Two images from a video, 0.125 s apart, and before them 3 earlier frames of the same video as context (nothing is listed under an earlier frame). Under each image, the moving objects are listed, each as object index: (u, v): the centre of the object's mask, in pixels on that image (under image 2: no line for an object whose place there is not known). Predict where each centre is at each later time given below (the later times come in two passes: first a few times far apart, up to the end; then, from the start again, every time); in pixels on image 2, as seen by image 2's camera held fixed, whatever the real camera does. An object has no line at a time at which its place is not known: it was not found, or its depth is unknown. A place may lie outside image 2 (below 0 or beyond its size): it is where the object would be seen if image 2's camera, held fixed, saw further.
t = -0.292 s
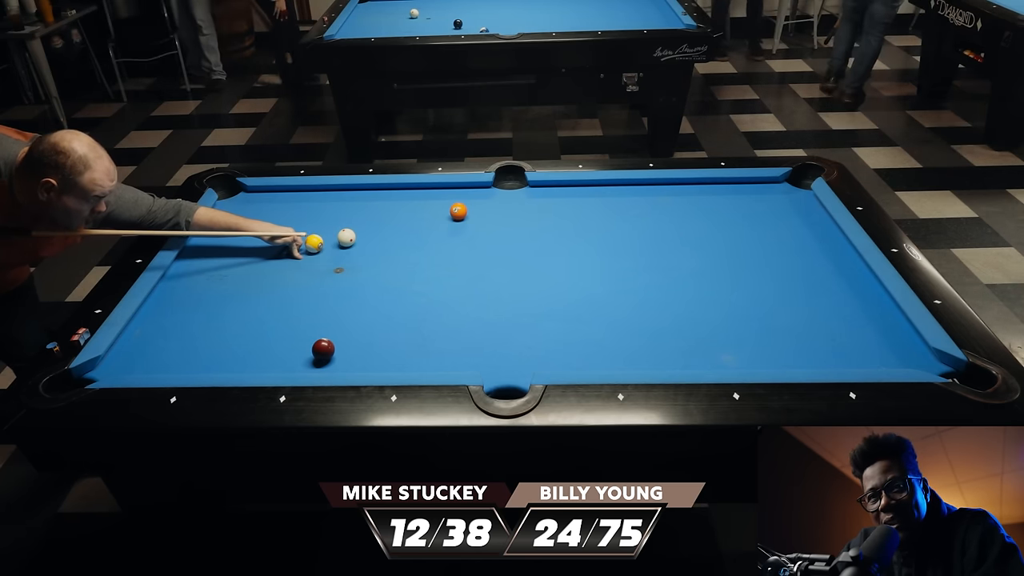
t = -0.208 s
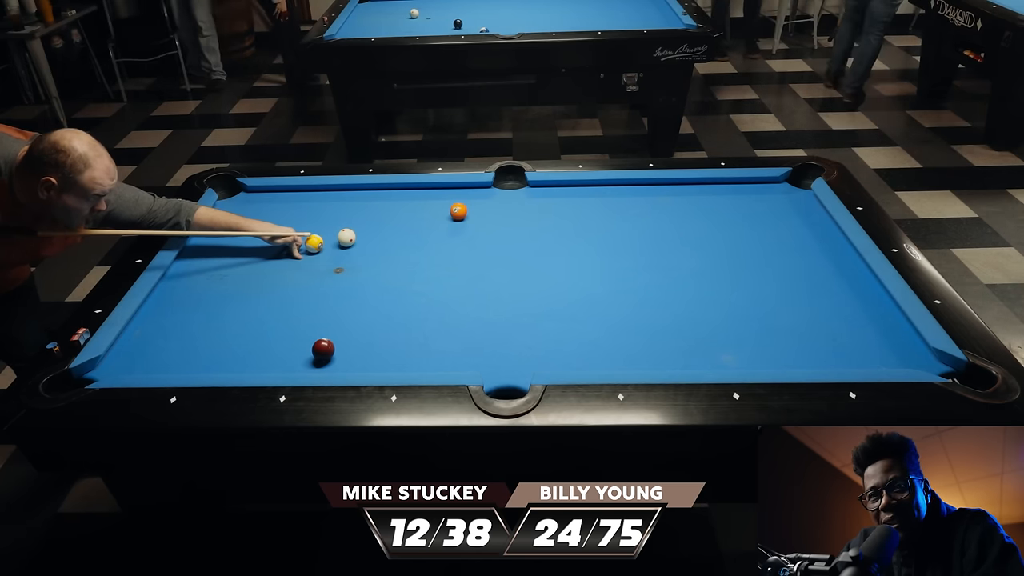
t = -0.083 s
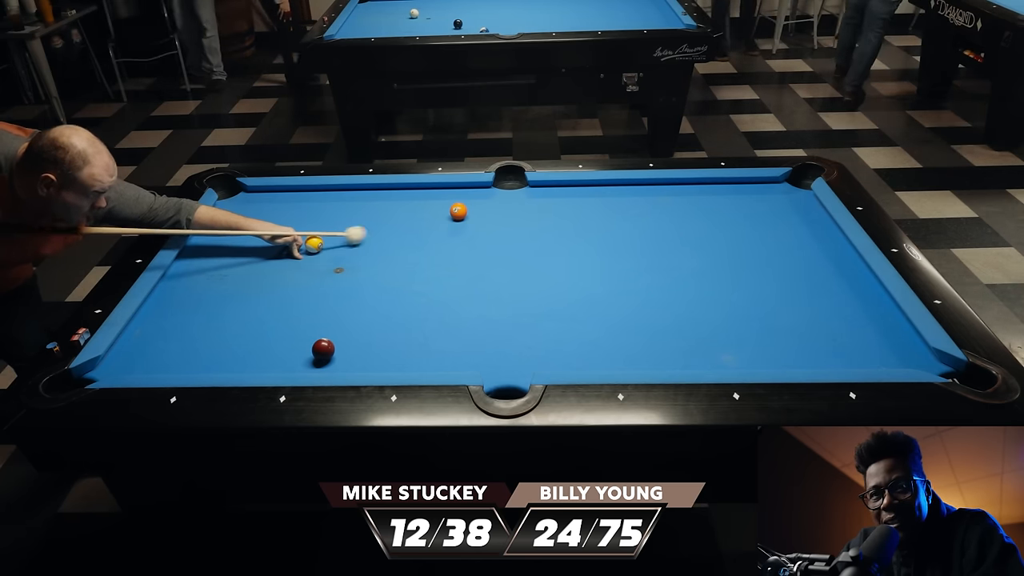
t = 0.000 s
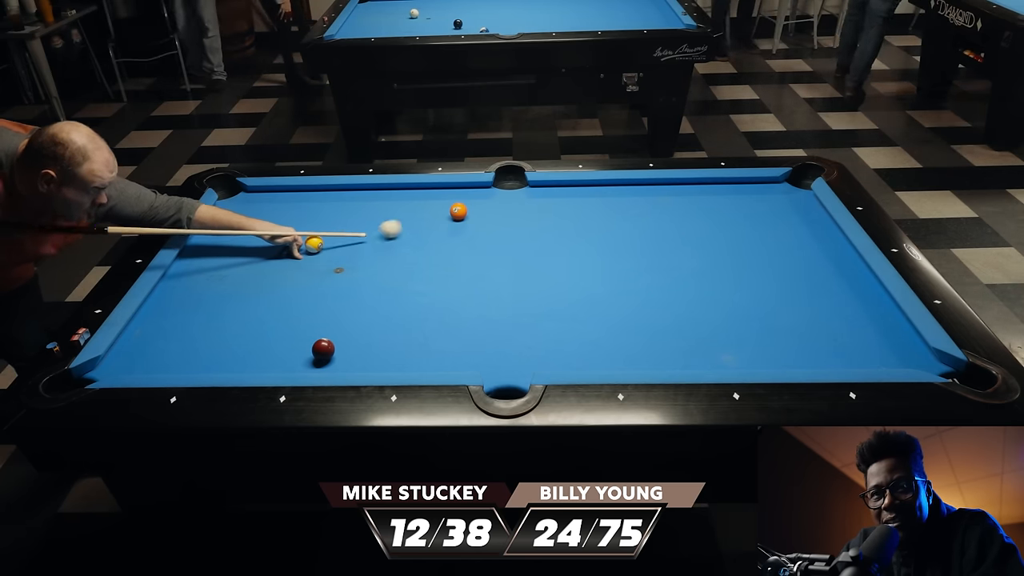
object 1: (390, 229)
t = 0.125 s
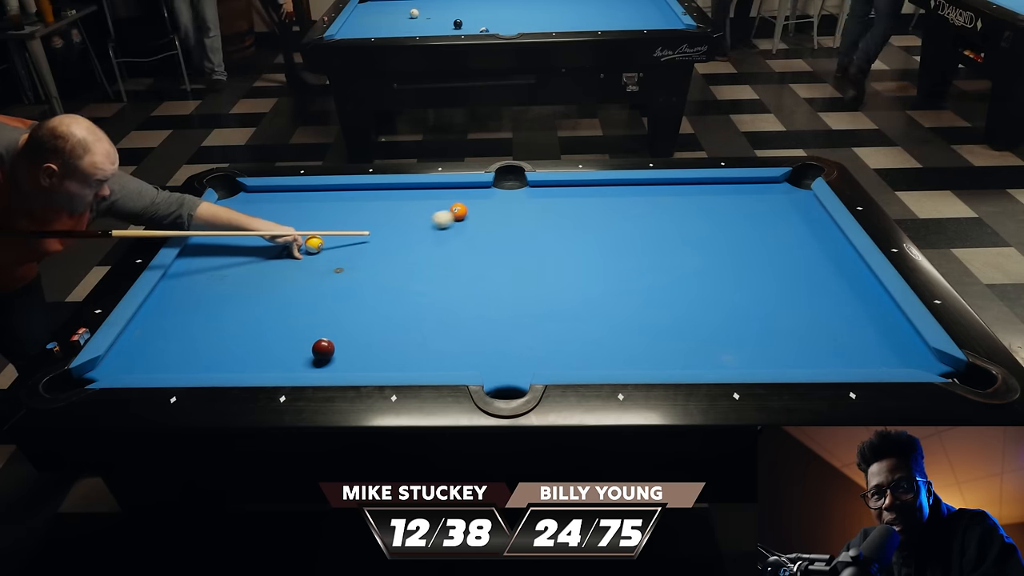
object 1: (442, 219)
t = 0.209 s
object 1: (462, 222)
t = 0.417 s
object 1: (513, 229)
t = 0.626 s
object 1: (565, 234)
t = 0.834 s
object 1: (618, 240)
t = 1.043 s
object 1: (671, 246)
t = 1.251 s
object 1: (725, 252)
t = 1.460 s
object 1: (780, 259)
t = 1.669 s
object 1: (834, 265)
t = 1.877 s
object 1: (845, 271)
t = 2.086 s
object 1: (818, 277)
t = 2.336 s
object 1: (786, 284)
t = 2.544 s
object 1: (761, 290)
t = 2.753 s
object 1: (736, 295)
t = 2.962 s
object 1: (712, 300)
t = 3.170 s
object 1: (689, 306)
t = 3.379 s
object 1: (666, 311)
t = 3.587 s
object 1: (645, 316)
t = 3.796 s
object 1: (624, 320)
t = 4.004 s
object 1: (605, 324)
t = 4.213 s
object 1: (587, 328)
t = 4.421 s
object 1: (570, 332)
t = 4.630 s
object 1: (554, 335)
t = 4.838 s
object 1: (540, 339)
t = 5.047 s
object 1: (527, 341)
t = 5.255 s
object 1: (515, 344)
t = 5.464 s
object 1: (504, 346)
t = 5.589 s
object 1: (499, 347)
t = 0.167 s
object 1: (453, 220)
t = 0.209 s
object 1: (462, 222)
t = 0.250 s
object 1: (472, 224)
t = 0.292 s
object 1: (482, 225)
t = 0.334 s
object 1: (493, 226)
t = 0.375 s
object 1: (503, 227)
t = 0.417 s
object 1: (513, 229)
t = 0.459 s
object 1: (524, 229)
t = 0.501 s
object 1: (534, 231)
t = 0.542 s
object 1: (544, 232)
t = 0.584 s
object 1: (555, 233)
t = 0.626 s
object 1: (565, 234)
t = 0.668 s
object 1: (576, 235)
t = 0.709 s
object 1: (586, 237)
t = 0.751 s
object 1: (597, 238)
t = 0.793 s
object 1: (607, 239)
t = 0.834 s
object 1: (618, 240)
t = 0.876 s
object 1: (629, 241)
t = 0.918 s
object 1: (639, 243)
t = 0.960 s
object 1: (650, 244)
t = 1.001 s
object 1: (660, 245)
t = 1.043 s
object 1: (671, 246)
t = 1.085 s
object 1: (682, 248)
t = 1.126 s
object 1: (692, 249)
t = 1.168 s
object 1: (704, 250)
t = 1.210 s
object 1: (714, 251)
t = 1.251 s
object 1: (725, 252)
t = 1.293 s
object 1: (736, 254)
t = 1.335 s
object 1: (747, 255)
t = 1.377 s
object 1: (758, 256)
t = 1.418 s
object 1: (769, 257)
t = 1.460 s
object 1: (780, 259)
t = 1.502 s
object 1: (790, 260)
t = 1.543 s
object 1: (801, 261)
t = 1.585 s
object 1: (812, 262)
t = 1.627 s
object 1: (823, 264)
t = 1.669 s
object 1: (834, 265)
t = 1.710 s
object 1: (845, 266)
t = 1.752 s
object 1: (856, 267)
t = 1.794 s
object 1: (856, 268)
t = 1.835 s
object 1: (850, 270)
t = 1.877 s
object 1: (845, 271)
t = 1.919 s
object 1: (839, 272)
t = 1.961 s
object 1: (834, 273)
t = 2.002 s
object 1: (829, 275)
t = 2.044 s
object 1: (823, 276)
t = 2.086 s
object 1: (818, 277)
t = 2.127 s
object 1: (813, 278)
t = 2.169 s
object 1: (807, 279)
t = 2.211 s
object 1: (802, 281)
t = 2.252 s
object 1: (797, 282)
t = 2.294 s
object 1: (792, 283)
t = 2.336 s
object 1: (786, 284)
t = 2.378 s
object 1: (781, 285)
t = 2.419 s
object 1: (776, 286)
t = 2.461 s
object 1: (771, 287)
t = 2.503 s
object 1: (766, 289)
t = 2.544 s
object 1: (761, 290)
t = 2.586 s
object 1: (756, 291)
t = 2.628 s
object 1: (751, 292)
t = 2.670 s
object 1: (746, 293)
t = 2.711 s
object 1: (741, 294)
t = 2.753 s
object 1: (736, 295)
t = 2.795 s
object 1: (731, 296)
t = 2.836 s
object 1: (726, 297)
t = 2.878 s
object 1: (722, 298)
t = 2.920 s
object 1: (717, 299)
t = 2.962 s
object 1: (712, 300)
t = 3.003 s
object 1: (707, 302)
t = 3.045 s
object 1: (702, 303)
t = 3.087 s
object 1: (698, 304)
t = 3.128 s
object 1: (693, 305)
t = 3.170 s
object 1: (689, 306)
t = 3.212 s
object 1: (684, 307)
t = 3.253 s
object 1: (679, 308)
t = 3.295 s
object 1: (675, 309)
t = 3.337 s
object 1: (671, 310)
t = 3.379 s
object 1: (666, 311)
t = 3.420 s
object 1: (662, 312)
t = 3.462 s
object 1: (657, 313)
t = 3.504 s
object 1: (653, 314)
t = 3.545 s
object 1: (649, 315)
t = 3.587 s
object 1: (645, 316)
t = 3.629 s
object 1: (640, 316)
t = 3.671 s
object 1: (636, 317)
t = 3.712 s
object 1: (632, 318)
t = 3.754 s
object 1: (628, 319)
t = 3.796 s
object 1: (624, 320)
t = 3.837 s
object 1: (620, 321)
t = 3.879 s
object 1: (616, 322)
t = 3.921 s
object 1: (612, 322)
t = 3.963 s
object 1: (609, 323)
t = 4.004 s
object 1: (605, 324)
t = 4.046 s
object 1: (601, 325)
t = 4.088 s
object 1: (597, 326)
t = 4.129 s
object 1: (593, 327)
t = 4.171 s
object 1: (590, 327)
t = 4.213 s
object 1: (587, 328)
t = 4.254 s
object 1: (583, 329)
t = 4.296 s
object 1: (580, 330)
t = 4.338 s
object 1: (576, 330)
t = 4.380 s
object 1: (573, 331)
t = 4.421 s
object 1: (570, 332)
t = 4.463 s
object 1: (566, 332)
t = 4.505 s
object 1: (563, 333)
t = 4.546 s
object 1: (560, 334)
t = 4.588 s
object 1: (557, 334)
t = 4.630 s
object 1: (554, 335)
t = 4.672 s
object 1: (551, 336)
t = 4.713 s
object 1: (548, 337)
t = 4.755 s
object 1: (545, 337)
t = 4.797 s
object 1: (542, 338)
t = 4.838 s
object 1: (540, 339)
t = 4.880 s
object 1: (537, 339)
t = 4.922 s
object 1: (534, 340)
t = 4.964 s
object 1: (531, 340)
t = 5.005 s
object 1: (529, 341)
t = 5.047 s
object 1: (527, 341)
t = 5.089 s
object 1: (524, 342)
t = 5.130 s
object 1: (522, 343)
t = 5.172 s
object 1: (519, 343)
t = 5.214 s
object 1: (517, 344)
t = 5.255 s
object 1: (515, 344)
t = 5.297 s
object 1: (512, 345)
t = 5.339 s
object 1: (510, 345)
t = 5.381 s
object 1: (508, 345)
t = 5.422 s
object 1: (506, 346)
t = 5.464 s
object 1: (504, 346)
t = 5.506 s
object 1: (502, 347)
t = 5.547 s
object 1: (500, 347)
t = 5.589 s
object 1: (499, 347)
